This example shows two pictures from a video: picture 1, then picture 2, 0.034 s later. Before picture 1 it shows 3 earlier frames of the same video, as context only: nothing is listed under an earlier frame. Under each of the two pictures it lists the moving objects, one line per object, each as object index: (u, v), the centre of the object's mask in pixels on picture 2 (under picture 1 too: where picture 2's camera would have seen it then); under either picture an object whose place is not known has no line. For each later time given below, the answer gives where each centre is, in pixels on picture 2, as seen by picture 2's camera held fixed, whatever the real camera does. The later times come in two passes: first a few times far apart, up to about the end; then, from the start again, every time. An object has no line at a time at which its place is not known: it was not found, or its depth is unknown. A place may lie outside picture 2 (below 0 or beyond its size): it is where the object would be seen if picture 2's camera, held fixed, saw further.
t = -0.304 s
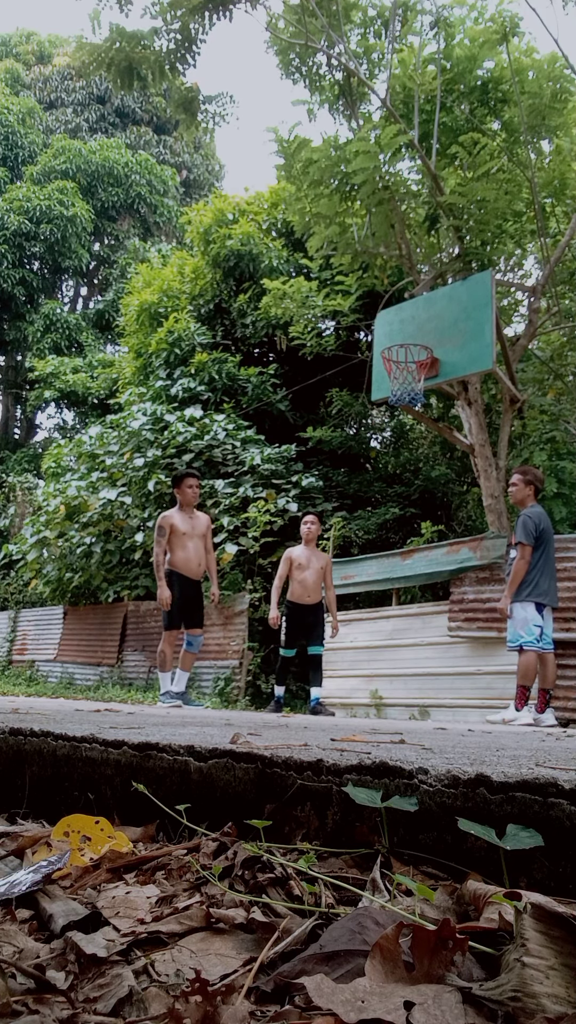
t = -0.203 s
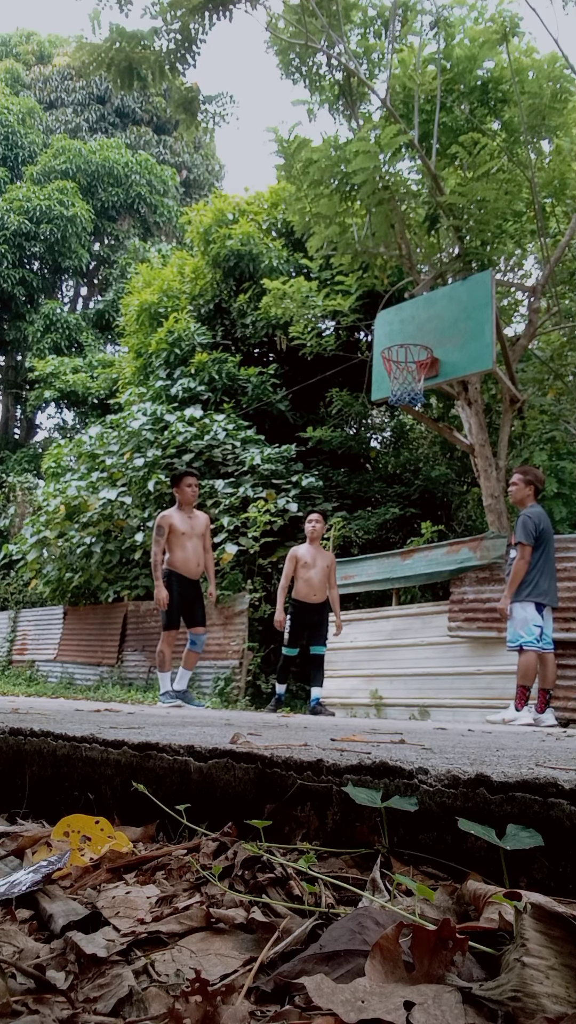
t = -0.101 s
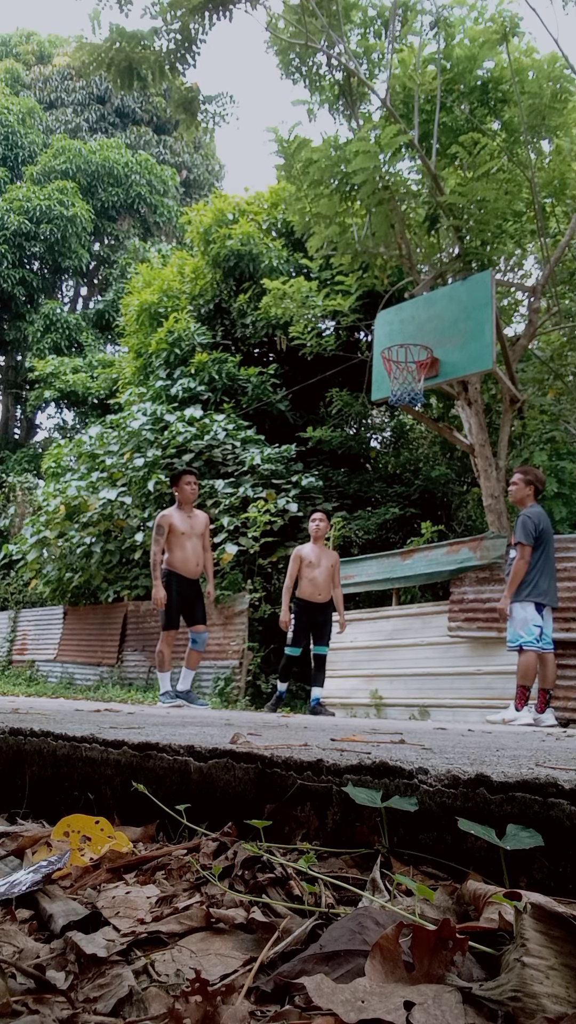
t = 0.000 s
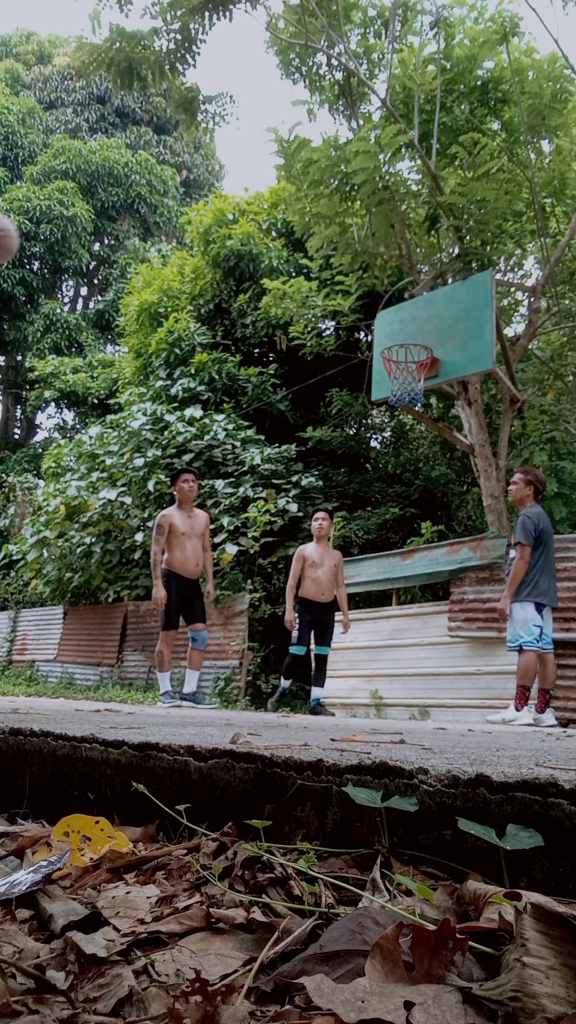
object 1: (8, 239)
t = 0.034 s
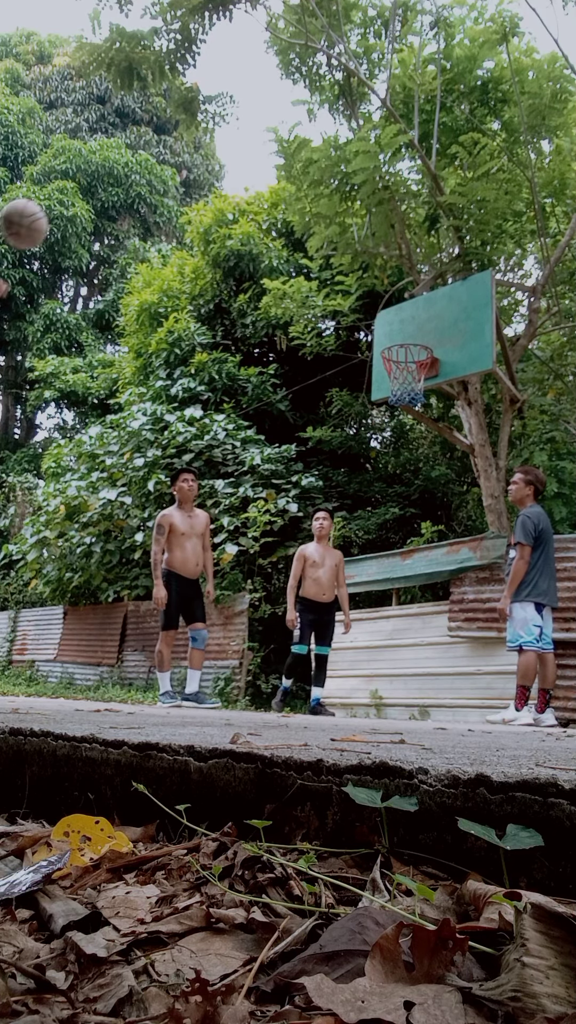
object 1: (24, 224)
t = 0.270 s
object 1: (187, 184)
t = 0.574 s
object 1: (329, 240)
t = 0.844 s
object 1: (413, 358)
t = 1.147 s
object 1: (391, 374)
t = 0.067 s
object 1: (51, 212)
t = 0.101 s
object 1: (78, 202)
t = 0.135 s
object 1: (102, 195)
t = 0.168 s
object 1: (125, 190)
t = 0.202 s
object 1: (146, 186)
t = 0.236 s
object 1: (168, 184)
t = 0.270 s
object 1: (187, 184)
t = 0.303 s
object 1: (205, 185)
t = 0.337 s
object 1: (223, 189)
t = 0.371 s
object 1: (241, 193)
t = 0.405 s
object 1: (258, 198)
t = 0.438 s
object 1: (273, 204)
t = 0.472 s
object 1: (288, 212)
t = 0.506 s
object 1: (302, 220)
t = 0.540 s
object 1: (316, 229)
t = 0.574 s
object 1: (329, 240)
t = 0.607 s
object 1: (341, 252)
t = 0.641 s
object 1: (354, 265)
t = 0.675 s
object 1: (366, 279)
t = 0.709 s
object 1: (377, 294)
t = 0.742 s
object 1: (388, 309)
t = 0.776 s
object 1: (400, 326)
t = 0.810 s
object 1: (410, 342)
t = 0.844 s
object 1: (413, 358)
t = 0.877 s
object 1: (407, 372)
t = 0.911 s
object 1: (399, 376)
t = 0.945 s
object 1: (388, 379)
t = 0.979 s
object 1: (387, 378)
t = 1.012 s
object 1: (388, 378)
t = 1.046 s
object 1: (389, 376)
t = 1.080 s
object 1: (388, 375)
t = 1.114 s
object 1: (390, 374)
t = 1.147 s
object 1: (391, 374)
